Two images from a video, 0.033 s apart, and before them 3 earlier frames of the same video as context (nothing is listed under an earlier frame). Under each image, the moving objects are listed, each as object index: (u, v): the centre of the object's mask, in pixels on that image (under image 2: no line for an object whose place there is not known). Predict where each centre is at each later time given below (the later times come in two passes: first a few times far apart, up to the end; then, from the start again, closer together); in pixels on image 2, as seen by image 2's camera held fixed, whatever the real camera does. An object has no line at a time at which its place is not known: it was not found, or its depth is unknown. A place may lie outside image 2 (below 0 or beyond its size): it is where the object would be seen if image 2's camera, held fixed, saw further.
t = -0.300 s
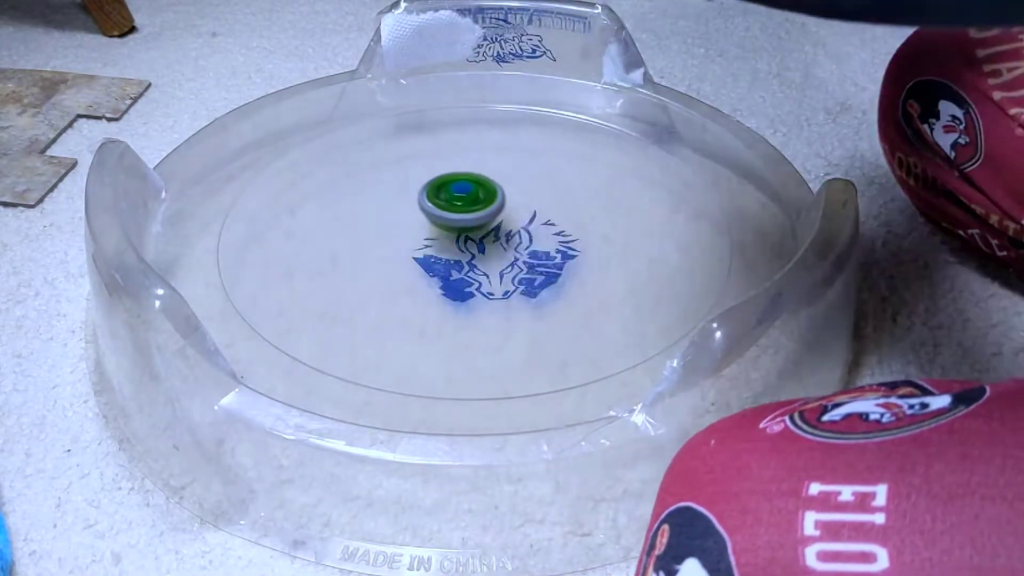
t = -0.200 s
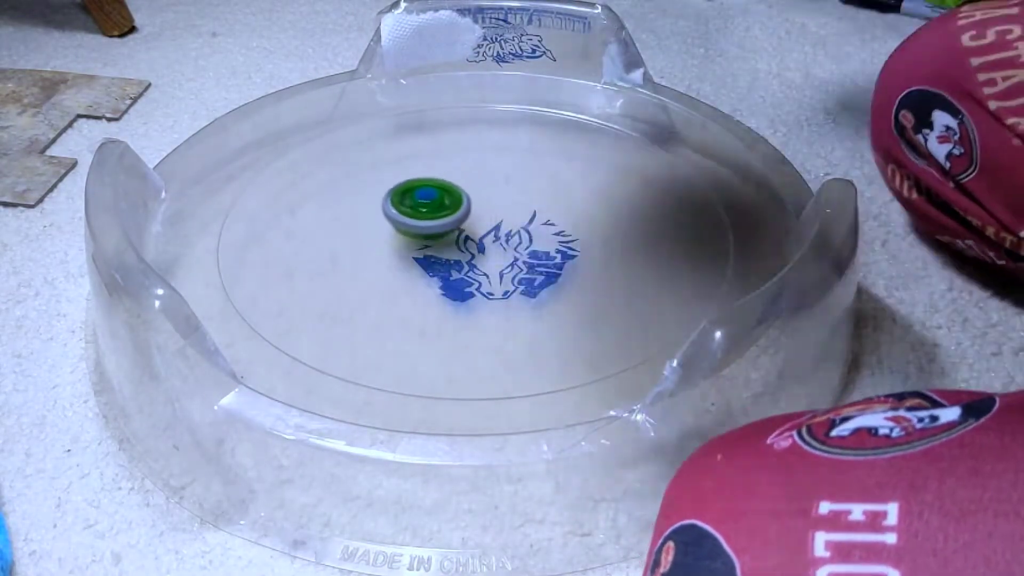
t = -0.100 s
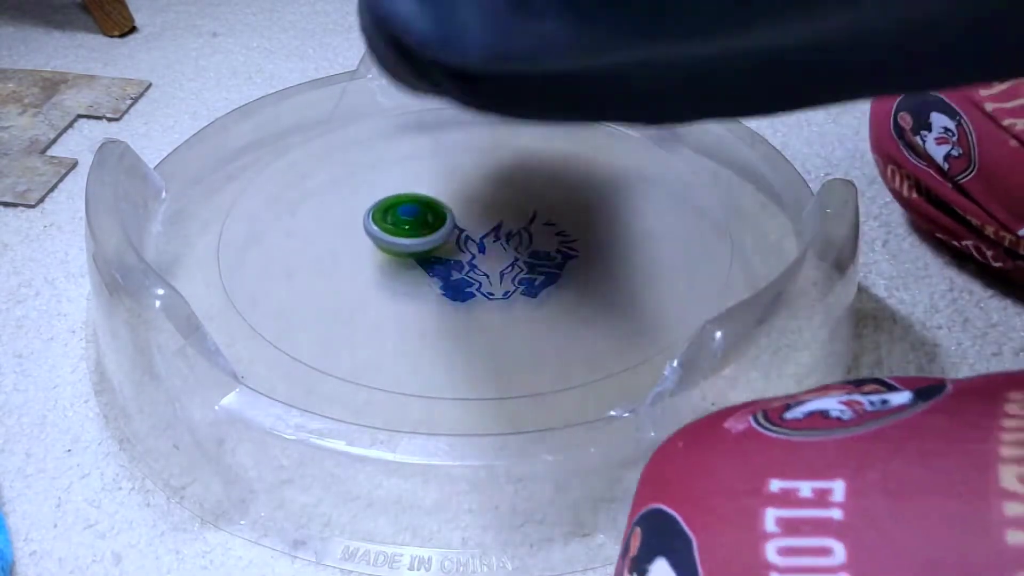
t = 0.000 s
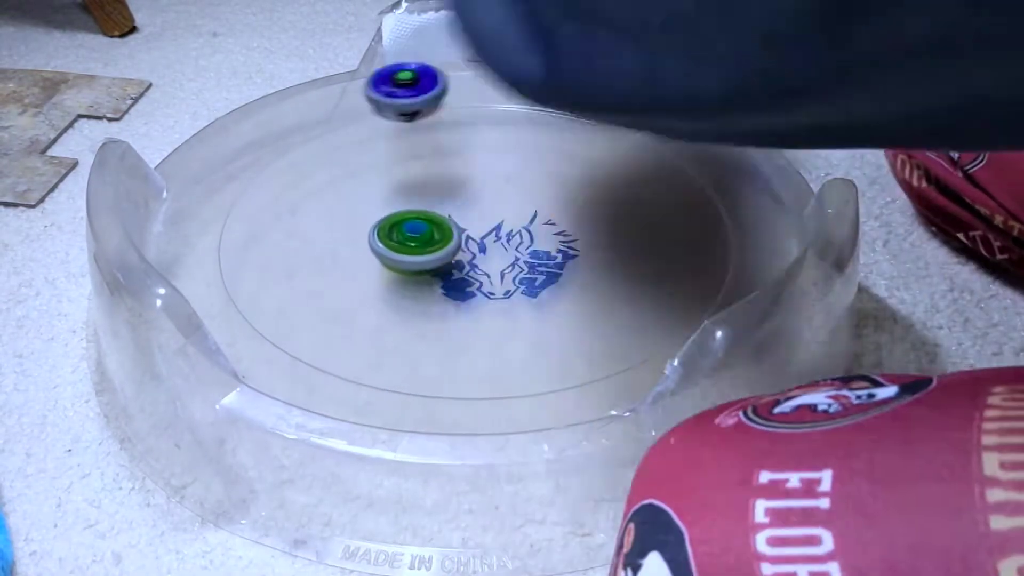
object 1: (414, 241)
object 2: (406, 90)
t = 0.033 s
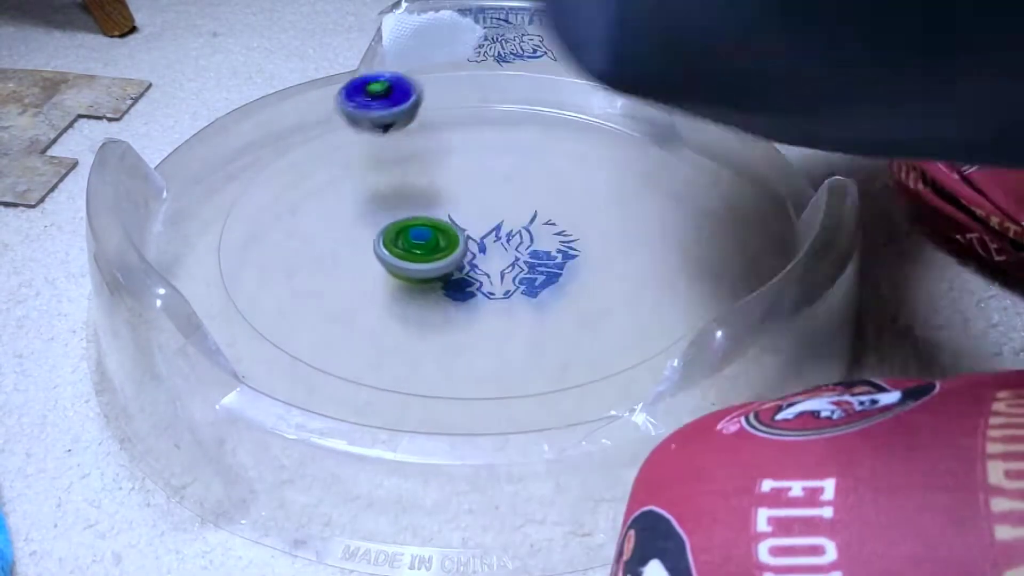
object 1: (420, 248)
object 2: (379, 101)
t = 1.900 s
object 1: (393, 201)
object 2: (495, 165)
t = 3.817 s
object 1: (363, 232)
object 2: (560, 232)
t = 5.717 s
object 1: (368, 197)
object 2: (536, 253)
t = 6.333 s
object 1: (469, 275)
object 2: (494, 205)
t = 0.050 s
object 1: (423, 251)
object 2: (367, 114)
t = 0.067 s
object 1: (427, 254)
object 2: (354, 132)
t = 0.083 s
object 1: (432, 256)
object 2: (341, 154)
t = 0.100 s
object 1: (438, 257)
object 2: (335, 160)
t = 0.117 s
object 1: (443, 259)
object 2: (329, 164)
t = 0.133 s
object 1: (449, 260)
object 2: (323, 172)
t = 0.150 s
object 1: (455, 261)
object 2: (318, 184)
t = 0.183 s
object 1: (468, 262)
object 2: (309, 202)
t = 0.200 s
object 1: (475, 259)
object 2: (306, 212)
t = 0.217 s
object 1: (481, 258)
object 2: (305, 224)
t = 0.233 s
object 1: (487, 257)
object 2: (305, 234)
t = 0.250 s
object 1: (493, 255)
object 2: (308, 245)
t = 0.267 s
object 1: (499, 253)
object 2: (312, 257)
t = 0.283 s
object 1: (504, 250)
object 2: (318, 267)
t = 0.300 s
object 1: (508, 248)
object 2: (326, 277)
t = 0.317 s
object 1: (512, 244)
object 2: (336, 288)
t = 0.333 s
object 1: (515, 241)
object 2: (348, 297)
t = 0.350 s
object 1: (517, 238)
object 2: (362, 306)
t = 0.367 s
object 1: (519, 235)
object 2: (377, 313)
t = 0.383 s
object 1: (520, 231)
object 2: (394, 320)
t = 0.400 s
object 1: (521, 228)
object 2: (412, 327)
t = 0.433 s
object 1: (521, 220)
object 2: (453, 333)
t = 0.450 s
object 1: (520, 217)
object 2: (474, 336)
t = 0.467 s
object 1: (518, 214)
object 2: (495, 336)
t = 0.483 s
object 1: (516, 211)
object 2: (516, 334)
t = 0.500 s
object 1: (514, 208)
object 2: (537, 333)
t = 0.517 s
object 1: (510, 205)
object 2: (557, 329)
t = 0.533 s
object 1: (507, 203)
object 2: (575, 323)
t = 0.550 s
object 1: (503, 200)
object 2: (593, 318)
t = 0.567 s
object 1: (498, 198)
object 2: (609, 313)
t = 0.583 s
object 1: (494, 196)
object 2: (623, 305)
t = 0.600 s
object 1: (489, 195)
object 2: (636, 297)
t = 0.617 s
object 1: (484, 194)
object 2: (647, 289)
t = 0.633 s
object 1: (479, 193)
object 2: (655, 282)
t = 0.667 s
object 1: (469, 192)
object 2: (668, 263)
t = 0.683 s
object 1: (464, 192)
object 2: (671, 254)
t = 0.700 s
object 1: (459, 192)
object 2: (673, 245)
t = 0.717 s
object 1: (454, 193)
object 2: (672, 236)
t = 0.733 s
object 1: (449, 194)
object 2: (670, 227)
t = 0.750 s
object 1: (444, 195)
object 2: (666, 217)
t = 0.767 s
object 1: (440, 197)
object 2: (660, 209)
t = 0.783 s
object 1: (436, 199)
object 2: (653, 200)
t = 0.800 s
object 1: (432, 201)
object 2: (643, 193)
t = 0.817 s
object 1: (429, 204)
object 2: (633, 185)
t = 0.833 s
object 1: (426, 208)
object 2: (621, 179)
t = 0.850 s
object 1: (424, 210)
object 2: (607, 173)
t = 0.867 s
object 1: (422, 214)
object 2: (592, 168)
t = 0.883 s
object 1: (421, 217)
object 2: (577, 165)
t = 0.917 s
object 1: (423, 224)
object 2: (546, 159)
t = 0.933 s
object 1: (424, 227)
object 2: (529, 157)
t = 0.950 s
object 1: (427, 230)
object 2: (512, 156)
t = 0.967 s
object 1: (430, 233)
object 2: (496, 157)
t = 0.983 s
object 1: (433, 236)
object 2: (479, 157)
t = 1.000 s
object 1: (436, 239)
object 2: (461, 159)
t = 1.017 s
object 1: (440, 242)
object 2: (444, 161)
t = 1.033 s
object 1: (445, 245)
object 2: (428, 164)
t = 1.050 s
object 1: (450, 246)
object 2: (412, 168)
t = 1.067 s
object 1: (456, 247)
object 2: (397, 173)
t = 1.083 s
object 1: (461, 249)
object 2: (383, 179)
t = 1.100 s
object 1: (467, 249)
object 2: (371, 186)
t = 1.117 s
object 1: (472, 250)
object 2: (359, 193)
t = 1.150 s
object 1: (483, 250)
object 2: (341, 209)
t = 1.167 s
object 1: (489, 250)
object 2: (334, 218)
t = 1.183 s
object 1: (495, 249)
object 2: (330, 227)
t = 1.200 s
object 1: (502, 248)
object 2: (327, 237)
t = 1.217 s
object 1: (507, 247)
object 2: (327, 247)
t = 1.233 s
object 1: (512, 246)
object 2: (328, 256)
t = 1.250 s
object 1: (516, 244)
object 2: (332, 265)
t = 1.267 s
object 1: (520, 241)
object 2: (338, 275)
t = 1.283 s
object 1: (523, 239)
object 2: (346, 284)
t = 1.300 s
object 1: (527, 237)
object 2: (356, 292)
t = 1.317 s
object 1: (530, 235)
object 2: (369, 299)
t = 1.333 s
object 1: (533, 232)
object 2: (384, 306)
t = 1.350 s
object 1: (535, 229)
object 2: (399, 311)
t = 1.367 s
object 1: (537, 227)
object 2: (417, 316)
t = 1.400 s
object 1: (538, 222)
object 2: (456, 318)
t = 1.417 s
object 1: (538, 219)
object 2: (475, 318)
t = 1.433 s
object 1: (538, 217)
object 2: (493, 317)
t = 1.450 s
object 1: (538, 214)
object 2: (511, 313)
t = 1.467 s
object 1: (537, 212)
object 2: (528, 308)
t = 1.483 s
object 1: (536, 210)
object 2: (544, 303)
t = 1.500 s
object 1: (534, 208)
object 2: (556, 297)
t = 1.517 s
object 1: (532, 205)
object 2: (567, 289)
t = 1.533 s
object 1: (530, 204)
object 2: (576, 281)
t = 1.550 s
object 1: (527, 202)
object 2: (583, 272)
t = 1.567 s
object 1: (524, 201)
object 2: (589, 263)
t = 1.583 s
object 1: (522, 199)
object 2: (592, 255)
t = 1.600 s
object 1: (519, 198)
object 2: (593, 246)
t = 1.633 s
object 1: (512, 197)
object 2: (589, 227)
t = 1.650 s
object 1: (508, 196)
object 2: (585, 219)
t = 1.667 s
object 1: (495, 192)
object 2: (591, 214)
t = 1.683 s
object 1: (482, 188)
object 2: (595, 210)
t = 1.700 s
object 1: (471, 185)
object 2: (596, 205)
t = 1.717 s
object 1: (461, 183)
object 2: (595, 201)
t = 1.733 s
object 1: (453, 182)
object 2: (592, 196)
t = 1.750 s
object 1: (445, 182)
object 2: (588, 191)
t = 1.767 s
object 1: (439, 183)
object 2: (582, 186)
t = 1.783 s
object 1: (432, 185)
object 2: (574, 181)
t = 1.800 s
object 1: (426, 186)
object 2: (565, 176)
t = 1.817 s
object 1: (419, 188)
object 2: (556, 172)
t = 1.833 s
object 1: (413, 190)
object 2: (545, 168)
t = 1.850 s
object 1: (407, 192)
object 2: (533, 166)
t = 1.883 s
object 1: (397, 198)
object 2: (508, 164)
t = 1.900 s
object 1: (393, 201)
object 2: (495, 165)
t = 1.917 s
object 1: (389, 204)
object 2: (484, 166)
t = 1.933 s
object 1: (385, 208)
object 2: (472, 168)
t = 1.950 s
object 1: (382, 211)
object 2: (462, 171)
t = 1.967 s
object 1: (380, 215)
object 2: (452, 174)
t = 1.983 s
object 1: (378, 219)
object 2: (443, 178)
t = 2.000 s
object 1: (374, 224)
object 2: (437, 182)
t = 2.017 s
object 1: (369, 230)
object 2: (434, 185)
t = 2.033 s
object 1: (365, 236)
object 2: (431, 188)
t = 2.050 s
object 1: (364, 241)
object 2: (428, 192)
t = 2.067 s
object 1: (365, 246)
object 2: (425, 196)
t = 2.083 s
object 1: (367, 251)
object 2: (422, 201)
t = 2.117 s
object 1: (372, 260)
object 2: (421, 211)
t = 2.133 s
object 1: (375, 264)
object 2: (422, 215)
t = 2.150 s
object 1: (372, 272)
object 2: (429, 218)
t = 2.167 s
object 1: (371, 280)
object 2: (436, 219)
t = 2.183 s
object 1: (373, 287)
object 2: (444, 220)
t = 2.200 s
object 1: (376, 292)
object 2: (452, 221)
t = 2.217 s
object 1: (382, 297)
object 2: (459, 221)
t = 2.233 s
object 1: (388, 301)
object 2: (464, 222)
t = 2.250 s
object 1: (396, 305)
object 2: (469, 222)
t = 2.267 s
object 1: (404, 308)
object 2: (474, 221)
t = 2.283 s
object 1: (413, 311)
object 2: (478, 221)
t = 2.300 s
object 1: (422, 314)
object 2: (482, 220)
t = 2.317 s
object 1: (432, 316)
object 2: (485, 218)
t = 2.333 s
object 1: (441, 318)
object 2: (488, 215)
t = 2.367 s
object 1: (461, 320)
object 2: (492, 212)
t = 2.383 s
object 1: (471, 320)
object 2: (493, 211)
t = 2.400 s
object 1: (481, 320)
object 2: (494, 209)
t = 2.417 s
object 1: (491, 319)
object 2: (494, 207)
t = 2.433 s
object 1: (501, 318)
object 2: (495, 206)
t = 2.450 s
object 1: (511, 317)
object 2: (496, 204)
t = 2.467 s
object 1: (520, 315)
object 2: (496, 202)
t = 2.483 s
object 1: (528, 312)
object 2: (497, 200)
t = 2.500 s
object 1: (536, 310)
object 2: (497, 199)
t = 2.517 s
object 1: (543, 307)
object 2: (496, 197)
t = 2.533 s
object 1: (550, 303)
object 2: (494, 194)
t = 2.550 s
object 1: (556, 300)
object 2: (493, 193)
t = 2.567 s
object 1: (562, 297)
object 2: (492, 191)
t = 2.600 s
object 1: (572, 289)
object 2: (488, 190)
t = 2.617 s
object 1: (575, 284)
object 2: (486, 190)
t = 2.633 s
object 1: (579, 280)
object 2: (483, 190)
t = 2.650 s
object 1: (581, 276)
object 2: (481, 191)
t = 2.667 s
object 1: (583, 271)
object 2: (478, 192)
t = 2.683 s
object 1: (584, 267)
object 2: (476, 194)
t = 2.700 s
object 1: (585, 262)
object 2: (475, 195)
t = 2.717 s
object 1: (585, 257)
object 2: (474, 197)
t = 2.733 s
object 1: (584, 253)
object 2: (474, 199)
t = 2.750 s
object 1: (583, 249)
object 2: (474, 200)
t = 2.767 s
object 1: (581, 244)
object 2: (475, 202)
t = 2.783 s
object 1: (578, 240)
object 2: (476, 204)
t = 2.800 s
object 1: (575, 236)
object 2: (479, 206)
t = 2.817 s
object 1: (572, 232)
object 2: (482, 207)
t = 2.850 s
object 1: (574, 227)
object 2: (481, 208)
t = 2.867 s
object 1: (575, 225)
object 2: (477, 207)
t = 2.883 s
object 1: (575, 222)
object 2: (475, 208)
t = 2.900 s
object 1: (573, 220)
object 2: (473, 209)
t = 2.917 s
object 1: (570, 216)
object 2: (472, 210)
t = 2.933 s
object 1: (567, 213)
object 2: (470, 212)
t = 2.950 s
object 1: (564, 210)
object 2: (469, 214)
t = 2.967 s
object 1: (560, 208)
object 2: (469, 216)
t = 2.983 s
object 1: (557, 204)
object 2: (467, 218)
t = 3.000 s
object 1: (562, 199)
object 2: (457, 220)
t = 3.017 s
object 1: (565, 196)
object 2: (448, 221)
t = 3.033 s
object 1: (565, 193)
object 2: (442, 223)
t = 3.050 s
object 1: (564, 190)
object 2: (438, 225)
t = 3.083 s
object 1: (557, 185)
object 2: (437, 229)
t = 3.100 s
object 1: (553, 182)
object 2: (439, 231)
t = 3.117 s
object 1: (549, 180)
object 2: (442, 234)
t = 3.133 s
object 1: (545, 178)
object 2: (445, 238)
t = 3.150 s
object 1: (540, 176)
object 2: (448, 243)
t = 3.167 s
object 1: (534, 174)
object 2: (452, 245)
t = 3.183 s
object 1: (529, 172)
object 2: (456, 248)
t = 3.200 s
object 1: (523, 171)
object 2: (461, 250)
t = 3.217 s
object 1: (518, 171)
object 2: (465, 252)
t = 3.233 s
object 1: (512, 170)
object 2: (470, 253)
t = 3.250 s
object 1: (506, 170)
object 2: (475, 253)
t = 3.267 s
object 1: (500, 169)
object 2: (480, 253)
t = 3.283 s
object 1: (494, 170)
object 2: (485, 251)
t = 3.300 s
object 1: (488, 170)
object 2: (489, 250)
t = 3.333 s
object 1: (478, 171)
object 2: (496, 246)
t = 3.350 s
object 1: (472, 172)
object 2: (499, 244)
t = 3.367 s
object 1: (467, 174)
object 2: (501, 243)
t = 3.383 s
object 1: (461, 176)
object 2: (502, 241)
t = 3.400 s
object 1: (456, 178)
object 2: (502, 239)
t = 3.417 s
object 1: (452, 180)
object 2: (502, 237)
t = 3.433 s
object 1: (447, 182)
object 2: (501, 235)
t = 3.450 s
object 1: (443, 185)
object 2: (499, 234)
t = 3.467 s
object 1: (439, 187)
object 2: (496, 233)
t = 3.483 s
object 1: (435, 190)
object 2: (494, 232)
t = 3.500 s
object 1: (431, 193)
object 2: (491, 232)
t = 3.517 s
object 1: (426, 194)
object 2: (492, 233)
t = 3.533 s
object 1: (422, 195)
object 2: (493, 235)
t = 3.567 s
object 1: (415, 200)
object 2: (494, 237)
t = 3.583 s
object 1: (413, 203)
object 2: (494, 237)
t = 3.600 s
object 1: (411, 206)
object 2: (495, 237)
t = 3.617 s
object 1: (409, 209)
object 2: (496, 237)
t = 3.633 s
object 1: (408, 212)
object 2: (497, 236)
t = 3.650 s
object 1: (407, 215)
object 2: (498, 236)
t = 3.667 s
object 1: (407, 218)
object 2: (500, 236)
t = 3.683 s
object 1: (407, 222)
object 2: (500, 235)
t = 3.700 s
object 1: (407, 225)
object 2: (501, 235)
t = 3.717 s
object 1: (408, 228)
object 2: (501, 235)
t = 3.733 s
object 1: (405, 229)
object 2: (505, 235)
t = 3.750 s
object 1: (391, 228)
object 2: (520, 235)
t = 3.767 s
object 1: (381, 228)
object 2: (534, 235)
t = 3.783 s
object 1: (373, 229)
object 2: (544, 236)
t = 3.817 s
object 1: (363, 232)
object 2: (560, 232)
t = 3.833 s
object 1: (361, 235)
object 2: (565, 230)
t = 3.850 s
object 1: (360, 239)
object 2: (567, 228)
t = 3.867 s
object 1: (360, 243)
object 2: (568, 225)
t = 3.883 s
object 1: (360, 246)
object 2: (568, 222)
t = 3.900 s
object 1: (360, 250)
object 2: (568, 219)
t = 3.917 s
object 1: (362, 253)
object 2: (568, 217)
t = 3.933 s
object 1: (363, 257)
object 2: (568, 215)
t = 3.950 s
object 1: (365, 260)
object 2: (567, 212)
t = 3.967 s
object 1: (368, 263)
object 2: (567, 210)
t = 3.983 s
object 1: (371, 266)
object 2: (565, 208)
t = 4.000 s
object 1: (375, 269)
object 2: (564, 206)
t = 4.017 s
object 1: (379, 271)
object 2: (562, 205)
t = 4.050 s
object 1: (388, 276)
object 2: (558, 203)
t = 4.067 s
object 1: (394, 278)
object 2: (556, 202)
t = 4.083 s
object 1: (400, 280)
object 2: (553, 201)
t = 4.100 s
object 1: (406, 282)
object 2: (550, 201)
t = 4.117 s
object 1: (412, 283)
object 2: (547, 201)
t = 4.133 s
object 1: (418, 284)
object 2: (544, 201)
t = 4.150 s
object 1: (425, 284)
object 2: (540, 200)
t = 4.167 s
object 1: (431, 285)
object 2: (537, 200)
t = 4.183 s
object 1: (437, 285)
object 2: (533, 201)
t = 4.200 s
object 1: (444, 285)
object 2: (529, 201)
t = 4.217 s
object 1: (450, 284)
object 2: (525, 203)
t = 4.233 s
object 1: (456, 284)
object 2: (521, 204)
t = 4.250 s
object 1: (462, 283)
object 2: (518, 206)
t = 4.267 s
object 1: (468, 282)
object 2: (514, 208)
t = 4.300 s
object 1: (481, 277)
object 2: (508, 212)
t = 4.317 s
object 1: (486, 275)
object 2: (506, 214)
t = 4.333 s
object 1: (491, 272)
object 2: (504, 215)
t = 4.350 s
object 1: (493, 275)
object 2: (503, 214)
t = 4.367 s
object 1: (494, 282)
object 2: (504, 206)
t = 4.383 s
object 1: (496, 287)
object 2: (505, 199)
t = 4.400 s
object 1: (498, 290)
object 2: (505, 194)
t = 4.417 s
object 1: (501, 293)
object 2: (505, 190)
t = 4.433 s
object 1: (505, 294)
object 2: (503, 187)
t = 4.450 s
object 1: (510, 293)
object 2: (501, 185)
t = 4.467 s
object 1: (517, 292)
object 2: (498, 185)
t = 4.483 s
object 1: (523, 291)
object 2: (494, 185)
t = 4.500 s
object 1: (529, 289)
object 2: (489, 186)
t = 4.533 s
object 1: (540, 285)
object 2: (478, 189)
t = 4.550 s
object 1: (545, 282)
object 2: (473, 190)
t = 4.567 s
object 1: (550, 279)
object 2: (468, 192)
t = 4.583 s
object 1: (554, 277)
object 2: (464, 194)
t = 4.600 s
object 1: (557, 274)
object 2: (459, 196)
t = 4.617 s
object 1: (560, 271)
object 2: (456, 198)
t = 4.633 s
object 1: (563, 268)
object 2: (453, 200)
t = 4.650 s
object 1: (565, 264)
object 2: (450, 203)
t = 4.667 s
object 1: (567, 262)
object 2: (447, 206)
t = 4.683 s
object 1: (568, 258)
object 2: (445, 208)
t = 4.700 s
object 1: (569, 255)
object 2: (443, 210)
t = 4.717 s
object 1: (569, 252)
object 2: (443, 213)
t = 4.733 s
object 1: (568, 248)
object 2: (443, 216)
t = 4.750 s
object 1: (568, 246)
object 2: (445, 217)
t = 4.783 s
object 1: (565, 240)
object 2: (450, 222)
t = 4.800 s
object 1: (564, 238)
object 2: (452, 225)
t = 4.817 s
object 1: (562, 235)
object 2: (456, 226)
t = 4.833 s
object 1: (560, 232)
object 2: (459, 228)
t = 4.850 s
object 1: (557, 230)
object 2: (463, 229)
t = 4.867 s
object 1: (558, 227)
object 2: (463, 231)
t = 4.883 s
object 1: (559, 223)
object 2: (461, 232)
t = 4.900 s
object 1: (559, 220)
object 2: (461, 233)
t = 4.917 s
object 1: (557, 217)
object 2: (461, 234)
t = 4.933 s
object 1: (555, 214)
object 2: (462, 235)
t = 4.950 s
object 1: (552, 212)
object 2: (464, 236)
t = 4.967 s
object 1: (548, 209)
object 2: (466, 237)
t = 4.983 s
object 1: (545, 207)
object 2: (467, 237)
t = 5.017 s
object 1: (539, 201)
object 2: (471, 239)
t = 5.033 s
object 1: (540, 197)
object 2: (467, 241)
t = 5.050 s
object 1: (540, 193)
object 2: (465, 244)
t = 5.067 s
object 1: (538, 190)
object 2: (463, 246)
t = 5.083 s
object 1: (535, 187)
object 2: (462, 247)
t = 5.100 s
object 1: (532, 185)
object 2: (463, 249)
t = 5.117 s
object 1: (528, 182)
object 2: (464, 250)
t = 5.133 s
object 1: (524, 180)
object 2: (466, 251)
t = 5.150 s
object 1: (519, 178)
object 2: (468, 252)
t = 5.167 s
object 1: (514, 176)
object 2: (471, 253)
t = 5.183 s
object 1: (510, 175)
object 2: (473, 254)
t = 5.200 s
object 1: (505, 174)
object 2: (475, 255)
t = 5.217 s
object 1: (499, 173)
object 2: (478, 256)
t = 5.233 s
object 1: (494, 172)
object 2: (480, 256)
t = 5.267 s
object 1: (484, 171)
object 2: (485, 257)
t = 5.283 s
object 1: (480, 171)
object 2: (488, 257)
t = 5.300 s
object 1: (475, 171)
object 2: (490, 257)
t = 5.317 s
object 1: (470, 172)
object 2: (492, 256)
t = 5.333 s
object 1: (465, 172)
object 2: (494, 256)
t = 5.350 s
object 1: (461, 173)
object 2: (495, 255)
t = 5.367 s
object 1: (456, 174)
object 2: (496, 254)
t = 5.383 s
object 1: (451, 175)
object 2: (497, 254)
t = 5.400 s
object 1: (447, 177)
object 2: (498, 252)
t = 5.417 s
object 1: (443, 178)
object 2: (499, 251)
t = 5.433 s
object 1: (439, 180)
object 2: (499, 250)
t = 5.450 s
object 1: (436, 182)
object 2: (499, 248)
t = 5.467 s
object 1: (432, 185)
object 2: (498, 247)
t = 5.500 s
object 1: (427, 189)
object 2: (497, 243)
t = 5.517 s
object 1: (425, 192)
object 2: (496, 241)
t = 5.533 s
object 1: (423, 195)
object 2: (494, 240)
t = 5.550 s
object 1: (421, 198)
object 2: (492, 238)
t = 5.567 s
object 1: (420, 201)
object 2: (490, 237)
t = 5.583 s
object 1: (418, 203)
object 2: (489, 237)
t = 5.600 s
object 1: (409, 200)
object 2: (498, 242)
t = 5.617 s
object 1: (399, 195)
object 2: (506, 246)
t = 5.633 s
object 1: (391, 193)
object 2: (514, 250)
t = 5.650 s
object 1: (384, 191)
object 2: (521, 252)
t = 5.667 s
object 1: (379, 191)
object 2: (526, 254)
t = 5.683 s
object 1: (375, 192)
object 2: (531, 256)
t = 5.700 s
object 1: (371, 194)
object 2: (534, 254)
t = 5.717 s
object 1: (368, 197)
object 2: (536, 253)
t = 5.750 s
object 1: (363, 203)
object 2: (539, 251)
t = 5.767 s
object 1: (361, 206)
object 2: (540, 249)
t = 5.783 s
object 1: (360, 210)
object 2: (540, 247)
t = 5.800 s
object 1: (359, 213)
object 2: (541, 245)
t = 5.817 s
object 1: (359, 216)
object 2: (541, 243)
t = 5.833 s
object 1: (359, 220)
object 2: (542, 241)
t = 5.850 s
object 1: (360, 223)
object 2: (542, 239)
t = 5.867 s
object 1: (361, 226)
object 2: (542, 238)
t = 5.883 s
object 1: (363, 229)
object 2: (542, 236)
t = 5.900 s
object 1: (365, 232)
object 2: (541, 234)
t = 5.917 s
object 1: (368, 235)
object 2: (540, 232)
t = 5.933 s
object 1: (371, 238)
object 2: (539, 230)
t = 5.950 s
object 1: (374, 241)
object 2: (538, 228)
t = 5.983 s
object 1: (382, 246)
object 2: (535, 225)
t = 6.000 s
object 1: (386, 248)
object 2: (533, 224)
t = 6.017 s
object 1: (391, 250)
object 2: (531, 222)
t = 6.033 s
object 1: (396, 252)
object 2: (528, 222)
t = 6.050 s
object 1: (401, 254)
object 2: (526, 222)
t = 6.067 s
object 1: (406, 255)
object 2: (523, 221)
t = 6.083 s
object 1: (412, 257)
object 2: (519, 220)
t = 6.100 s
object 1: (417, 258)
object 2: (516, 220)
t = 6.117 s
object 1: (423, 259)
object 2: (512, 219)
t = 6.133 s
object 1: (430, 260)
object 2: (508, 220)
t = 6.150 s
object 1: (435, 261)
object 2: (505, 221)
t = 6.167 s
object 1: (437, 263)
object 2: (505, 219)
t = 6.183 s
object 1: (435, 266)
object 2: (508, 214)
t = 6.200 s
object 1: (434, 269)
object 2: (510, 211)
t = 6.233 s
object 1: (440, 272)
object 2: (511, 206)
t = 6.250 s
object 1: (444, 273)
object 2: (510, 205)
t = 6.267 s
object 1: (449, 274)
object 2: (507, 204)
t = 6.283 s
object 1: (454, 275)
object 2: (504, 204)
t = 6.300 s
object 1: (459, 275)
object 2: (501, 204)
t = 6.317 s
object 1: (464, 275)
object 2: (497, 204)
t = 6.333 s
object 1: (469, 275)
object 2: (494, 205)
